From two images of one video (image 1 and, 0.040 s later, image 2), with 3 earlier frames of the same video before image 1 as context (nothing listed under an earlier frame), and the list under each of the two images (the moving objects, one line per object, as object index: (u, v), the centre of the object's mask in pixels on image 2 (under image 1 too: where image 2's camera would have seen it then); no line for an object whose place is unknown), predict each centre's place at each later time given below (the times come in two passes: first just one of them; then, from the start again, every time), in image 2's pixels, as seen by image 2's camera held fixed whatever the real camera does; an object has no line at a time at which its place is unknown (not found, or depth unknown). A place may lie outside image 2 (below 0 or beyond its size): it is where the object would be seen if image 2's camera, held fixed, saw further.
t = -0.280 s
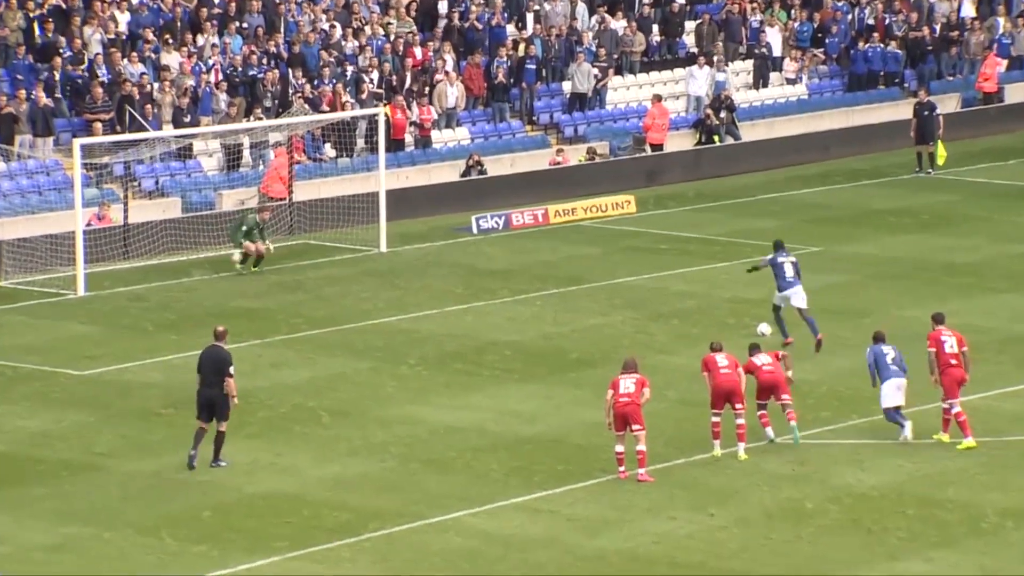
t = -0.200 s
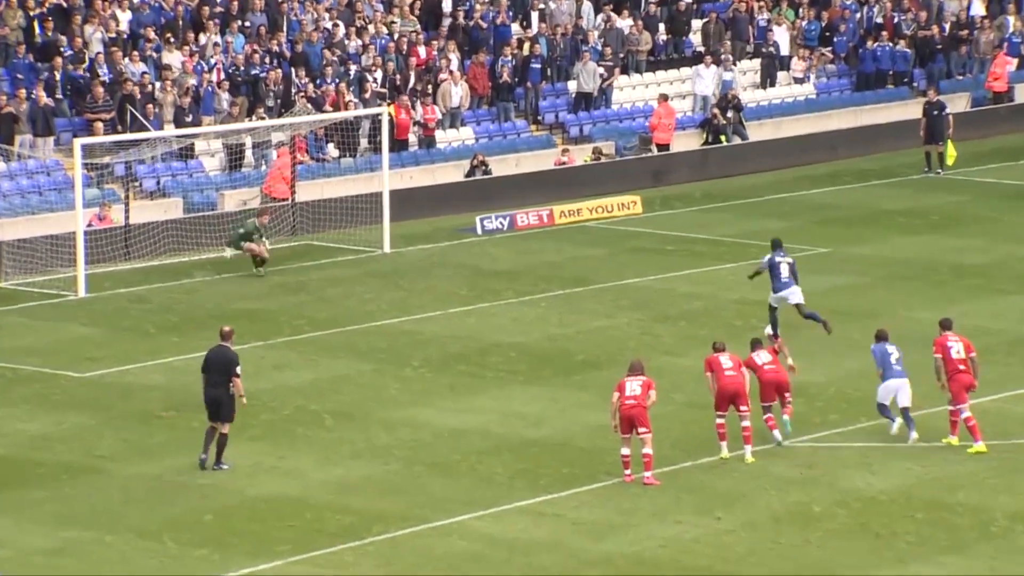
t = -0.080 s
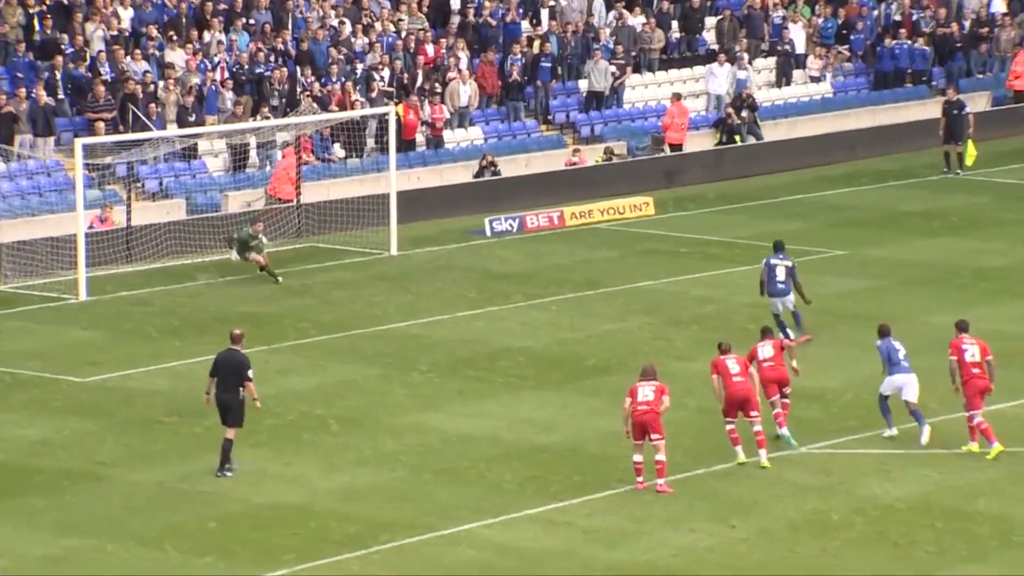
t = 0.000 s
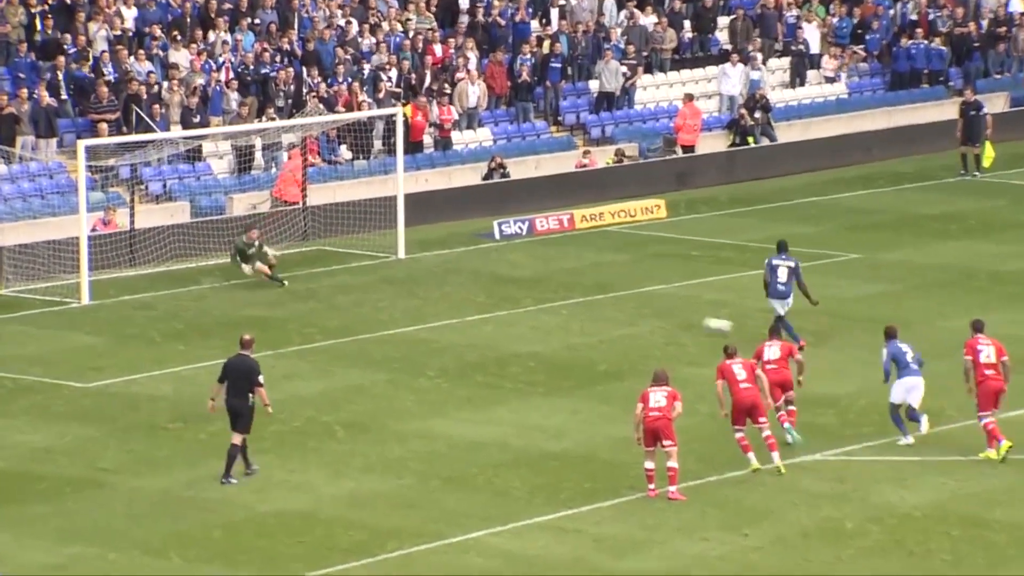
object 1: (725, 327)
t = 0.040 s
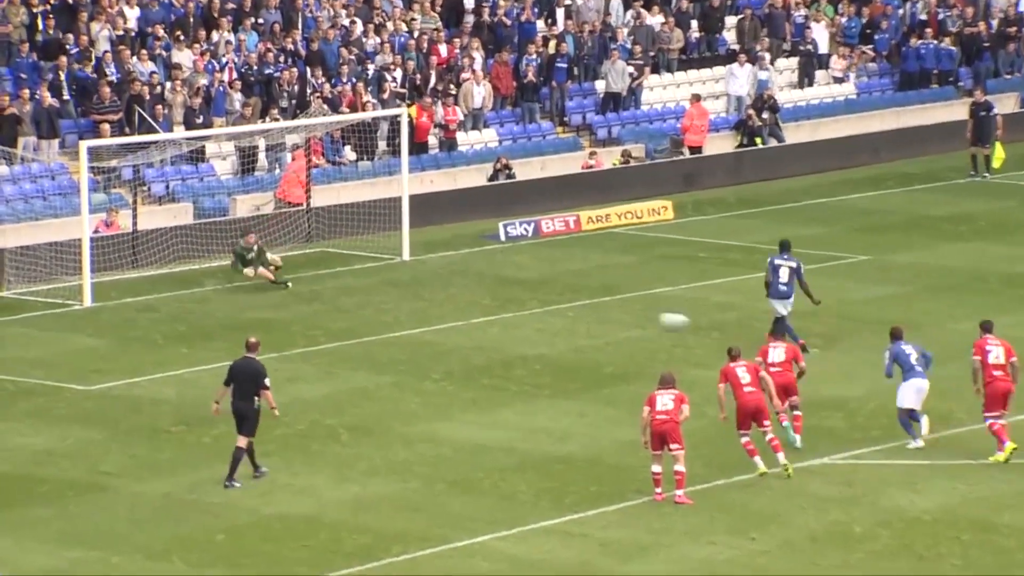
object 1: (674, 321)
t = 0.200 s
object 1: (484, 300)
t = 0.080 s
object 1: (624, 313)
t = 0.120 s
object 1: (575, 310)
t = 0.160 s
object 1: (526, 307)
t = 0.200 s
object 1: (484, 300)
